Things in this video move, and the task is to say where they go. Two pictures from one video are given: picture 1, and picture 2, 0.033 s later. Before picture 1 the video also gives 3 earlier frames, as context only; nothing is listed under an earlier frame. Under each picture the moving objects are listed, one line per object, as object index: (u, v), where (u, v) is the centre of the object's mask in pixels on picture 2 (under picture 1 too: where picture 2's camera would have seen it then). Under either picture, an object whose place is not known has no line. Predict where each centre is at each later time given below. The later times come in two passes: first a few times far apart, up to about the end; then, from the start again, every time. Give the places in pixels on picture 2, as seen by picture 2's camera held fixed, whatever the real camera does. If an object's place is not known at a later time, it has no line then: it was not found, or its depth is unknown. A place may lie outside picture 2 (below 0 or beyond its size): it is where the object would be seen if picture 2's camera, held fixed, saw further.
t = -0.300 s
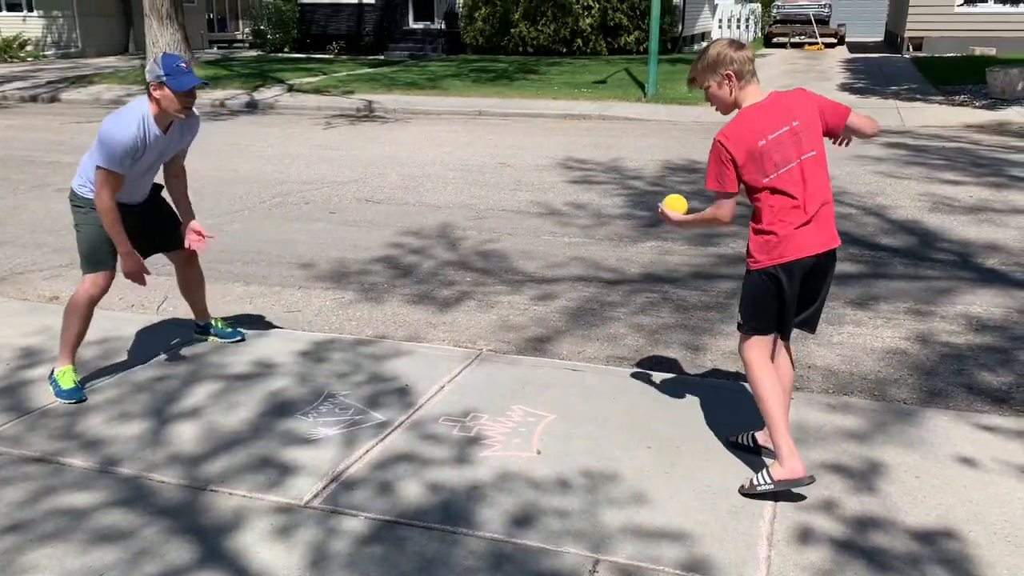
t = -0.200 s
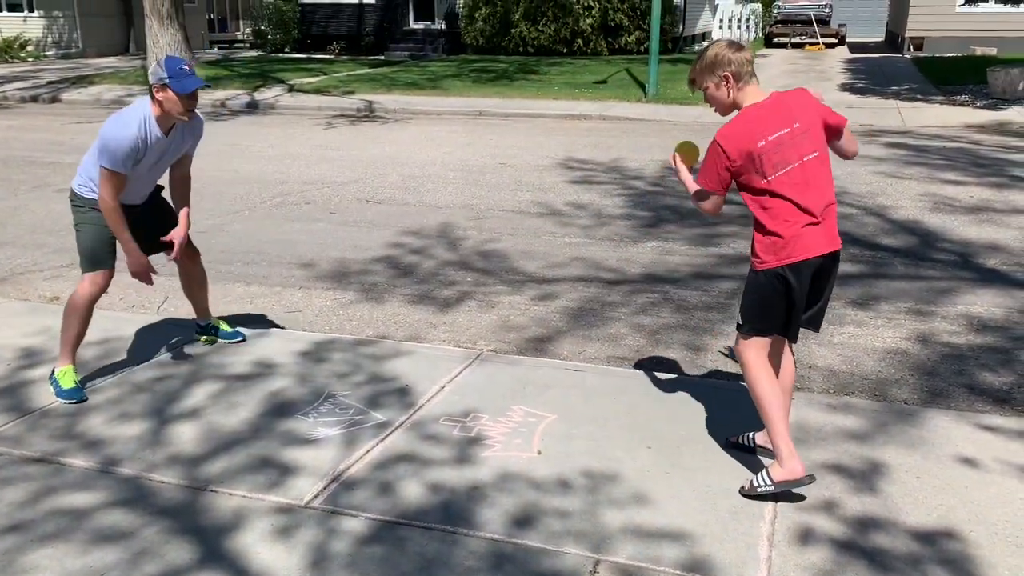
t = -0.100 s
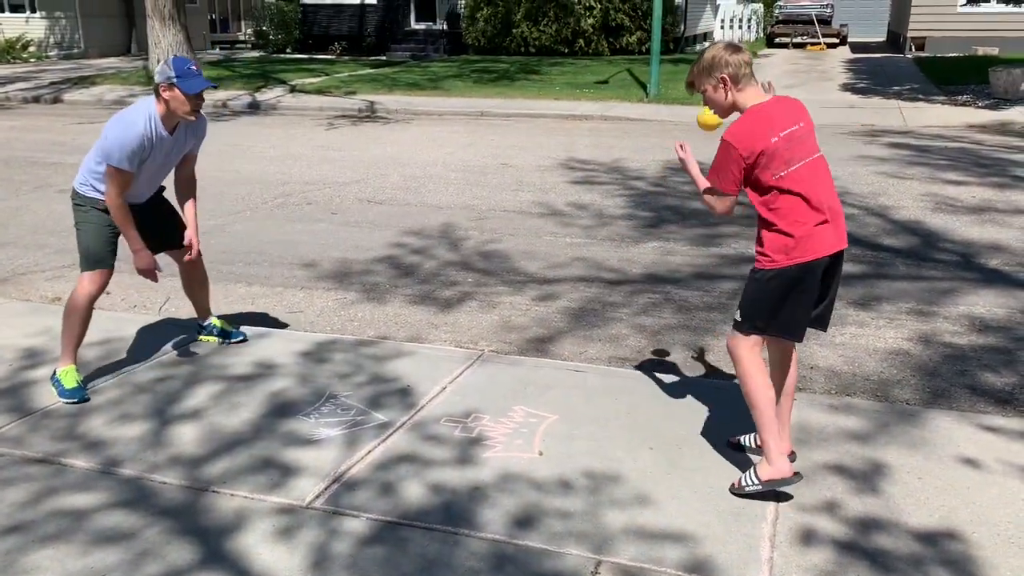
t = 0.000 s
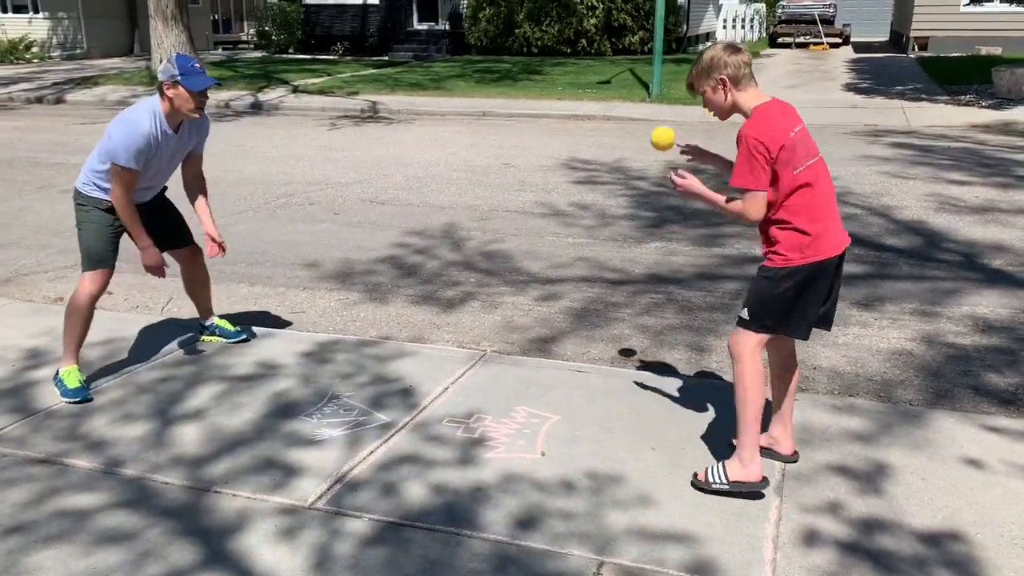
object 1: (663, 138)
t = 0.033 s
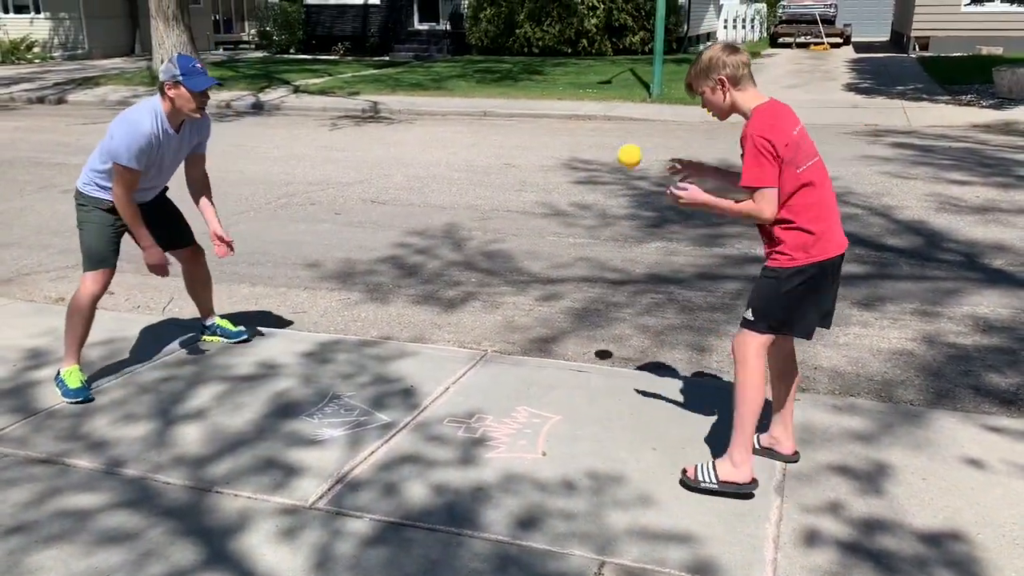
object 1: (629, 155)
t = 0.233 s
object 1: (450, 299)
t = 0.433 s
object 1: (344, 304)
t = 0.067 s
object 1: (597, 175)
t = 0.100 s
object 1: (565, 198)
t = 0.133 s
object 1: (534, 220)
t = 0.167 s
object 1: (505, 245)
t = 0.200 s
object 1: (477, 271)
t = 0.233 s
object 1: (450, 299)
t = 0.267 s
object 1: (424, 328)
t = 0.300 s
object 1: (400, 358)
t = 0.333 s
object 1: (382, 367)
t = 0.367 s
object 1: (369, 343)
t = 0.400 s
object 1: (356, 322)
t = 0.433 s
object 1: (344, 304)
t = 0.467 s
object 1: (332, 288)
